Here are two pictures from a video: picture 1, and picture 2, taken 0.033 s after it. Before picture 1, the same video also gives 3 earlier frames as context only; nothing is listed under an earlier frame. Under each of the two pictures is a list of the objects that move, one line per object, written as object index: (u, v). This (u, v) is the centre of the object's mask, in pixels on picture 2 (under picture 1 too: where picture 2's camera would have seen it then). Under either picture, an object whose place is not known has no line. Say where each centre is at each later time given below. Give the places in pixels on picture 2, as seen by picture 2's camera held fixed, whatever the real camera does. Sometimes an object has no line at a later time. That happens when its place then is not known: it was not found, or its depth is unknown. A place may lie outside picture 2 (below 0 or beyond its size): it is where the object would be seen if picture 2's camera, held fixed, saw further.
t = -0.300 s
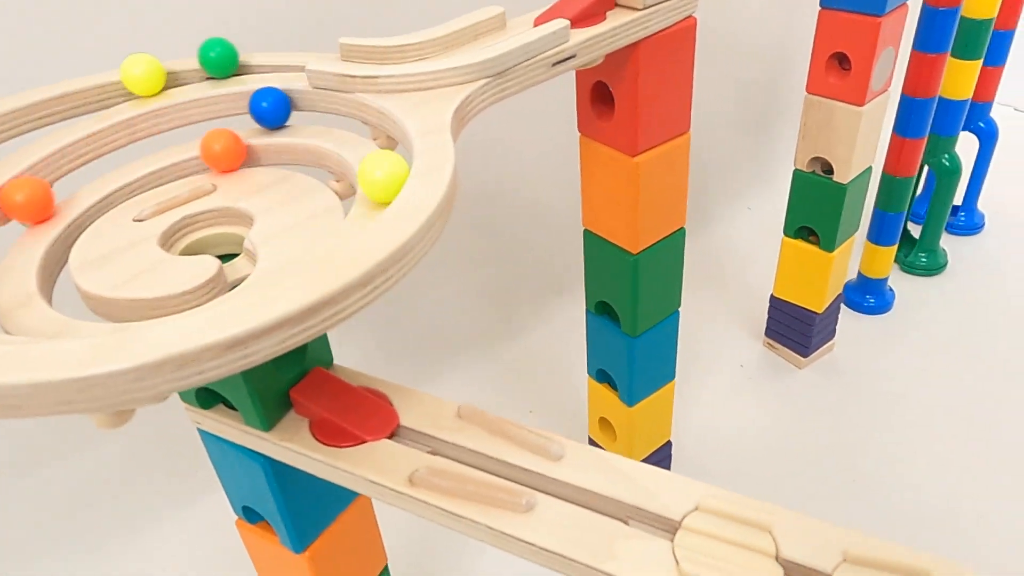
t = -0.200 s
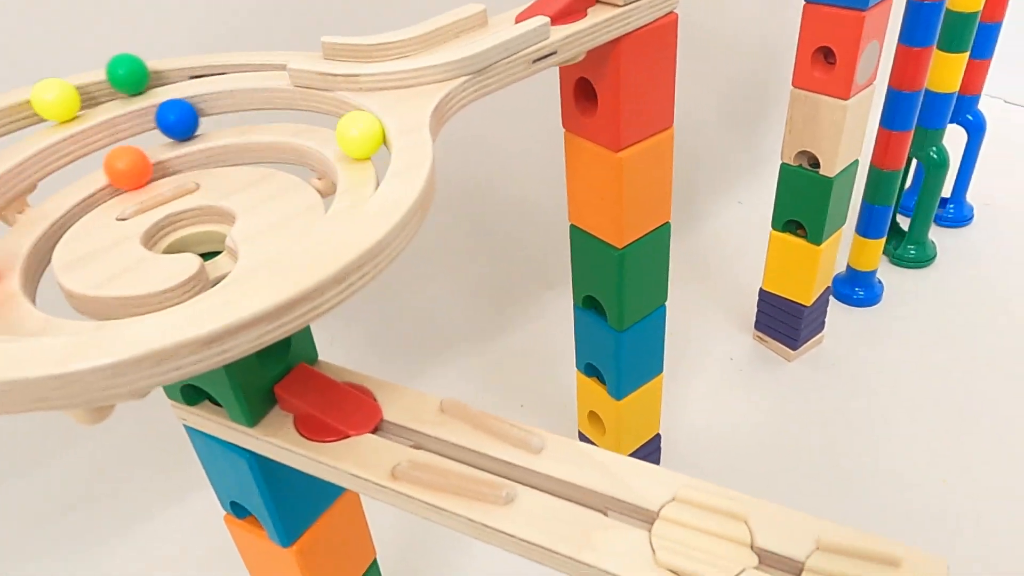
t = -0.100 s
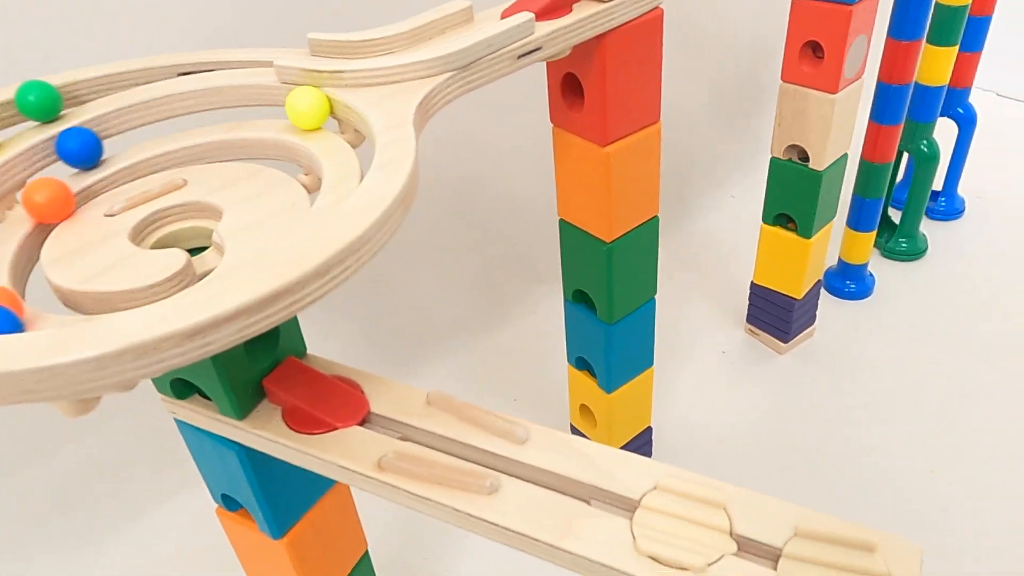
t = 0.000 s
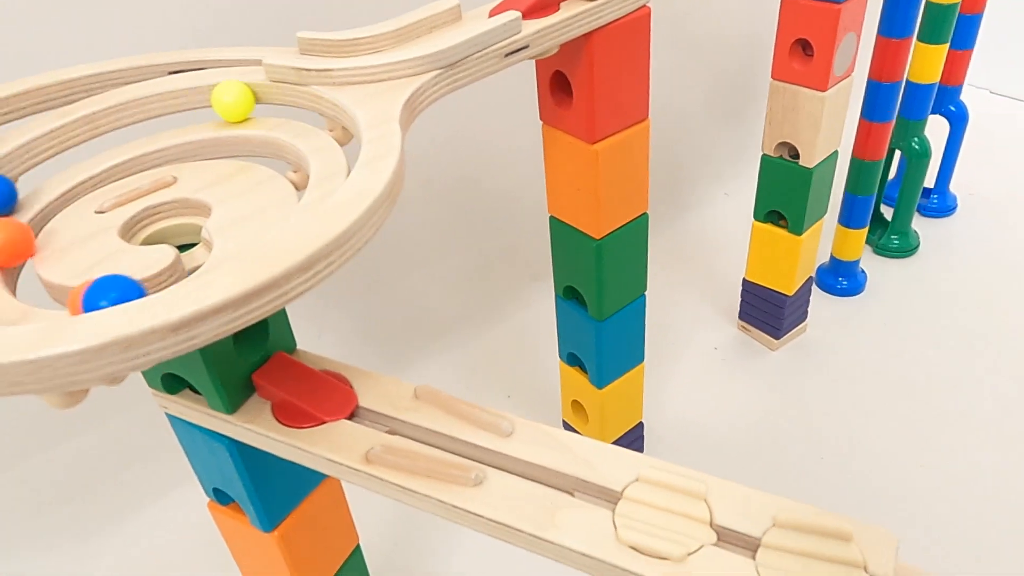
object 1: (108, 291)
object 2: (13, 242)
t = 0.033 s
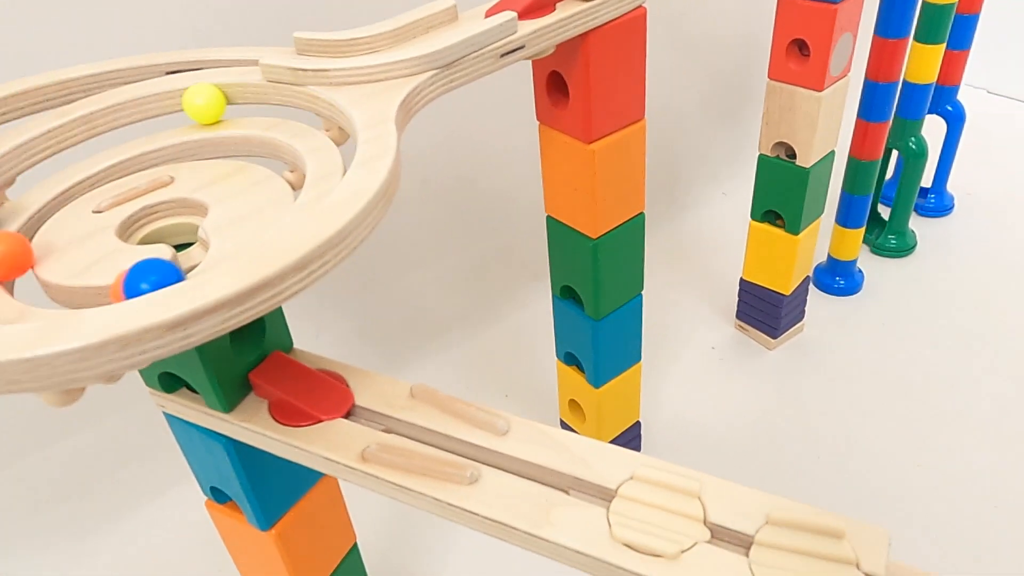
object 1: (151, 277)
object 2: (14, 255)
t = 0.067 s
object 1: (188, 261)
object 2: (19, 267)
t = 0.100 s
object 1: (221, 244)
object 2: (29, 276)
